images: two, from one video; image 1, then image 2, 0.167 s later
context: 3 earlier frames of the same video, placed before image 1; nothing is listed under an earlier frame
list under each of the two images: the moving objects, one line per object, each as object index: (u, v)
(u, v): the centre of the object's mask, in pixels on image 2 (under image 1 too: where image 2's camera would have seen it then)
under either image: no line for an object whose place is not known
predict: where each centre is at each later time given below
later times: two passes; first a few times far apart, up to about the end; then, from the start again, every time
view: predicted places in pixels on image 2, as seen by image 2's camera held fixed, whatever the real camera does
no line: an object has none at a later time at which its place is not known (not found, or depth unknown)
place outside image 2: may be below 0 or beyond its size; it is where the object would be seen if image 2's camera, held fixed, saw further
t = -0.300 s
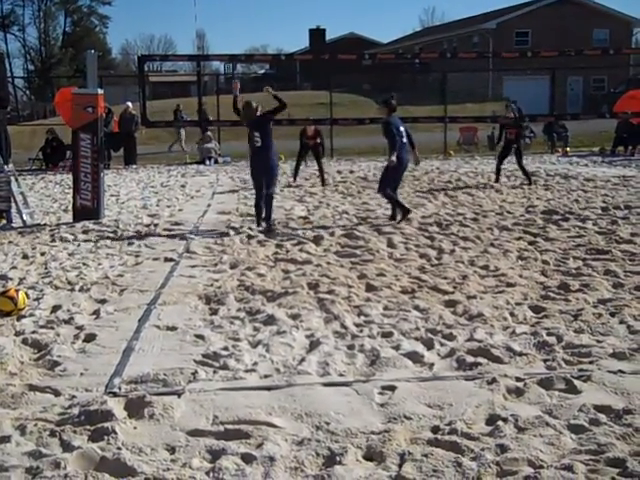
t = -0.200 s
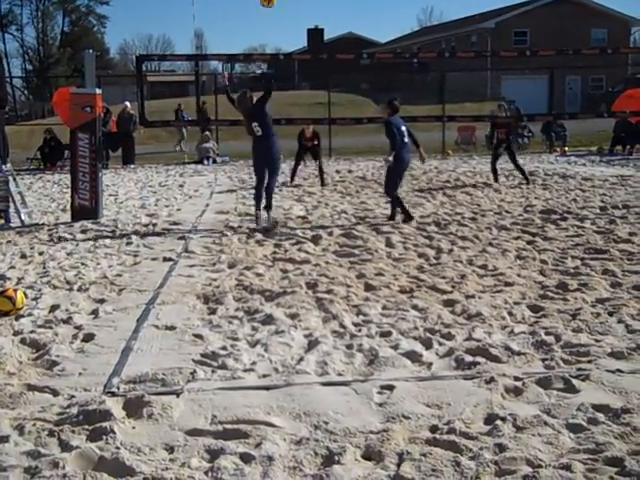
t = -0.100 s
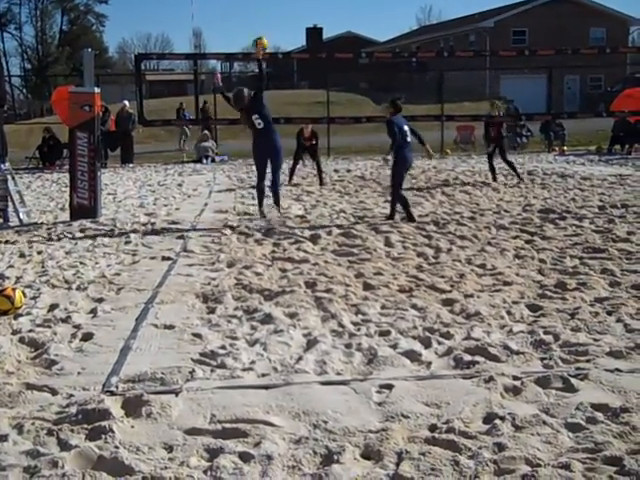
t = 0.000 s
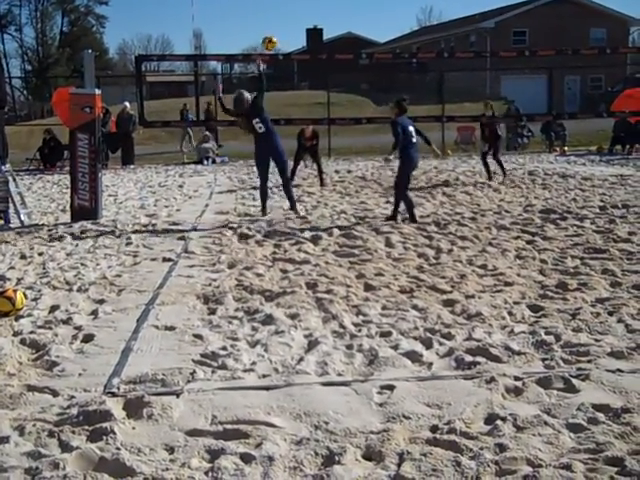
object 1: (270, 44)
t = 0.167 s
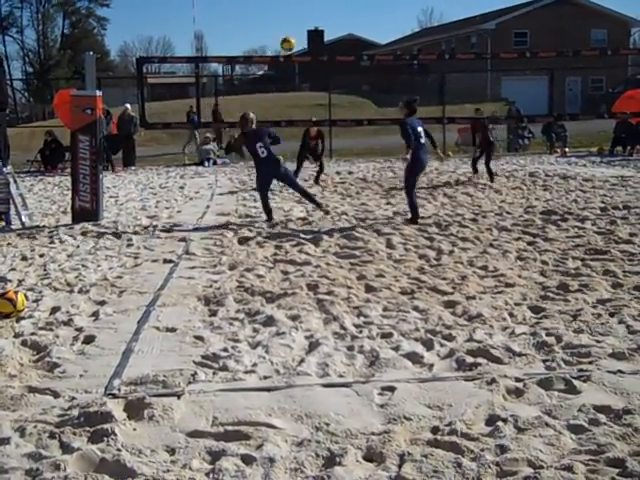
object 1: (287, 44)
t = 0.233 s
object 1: (295, 41)
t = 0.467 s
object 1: (321, 60)
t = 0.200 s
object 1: (291, 42)
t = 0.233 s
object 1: (295, 41)
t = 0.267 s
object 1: (299, 42)
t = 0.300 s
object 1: (303, 42)
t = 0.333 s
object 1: (307, 46)
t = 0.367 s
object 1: (311, 47)
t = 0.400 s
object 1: (315, 50)
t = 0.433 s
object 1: (318, 54)
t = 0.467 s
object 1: (321, 60)
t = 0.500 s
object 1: (326, 66)
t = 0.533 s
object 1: (329, 71)
